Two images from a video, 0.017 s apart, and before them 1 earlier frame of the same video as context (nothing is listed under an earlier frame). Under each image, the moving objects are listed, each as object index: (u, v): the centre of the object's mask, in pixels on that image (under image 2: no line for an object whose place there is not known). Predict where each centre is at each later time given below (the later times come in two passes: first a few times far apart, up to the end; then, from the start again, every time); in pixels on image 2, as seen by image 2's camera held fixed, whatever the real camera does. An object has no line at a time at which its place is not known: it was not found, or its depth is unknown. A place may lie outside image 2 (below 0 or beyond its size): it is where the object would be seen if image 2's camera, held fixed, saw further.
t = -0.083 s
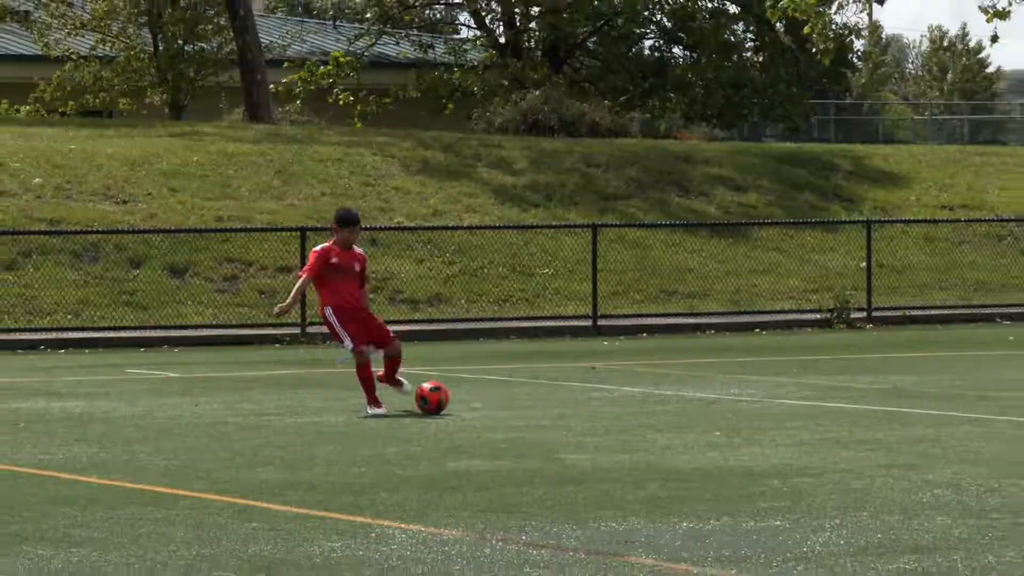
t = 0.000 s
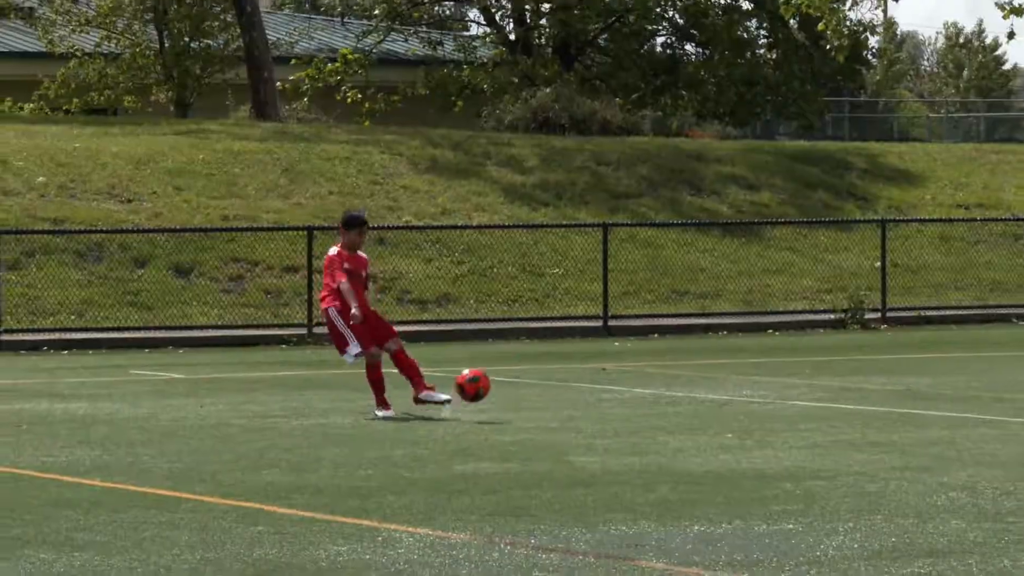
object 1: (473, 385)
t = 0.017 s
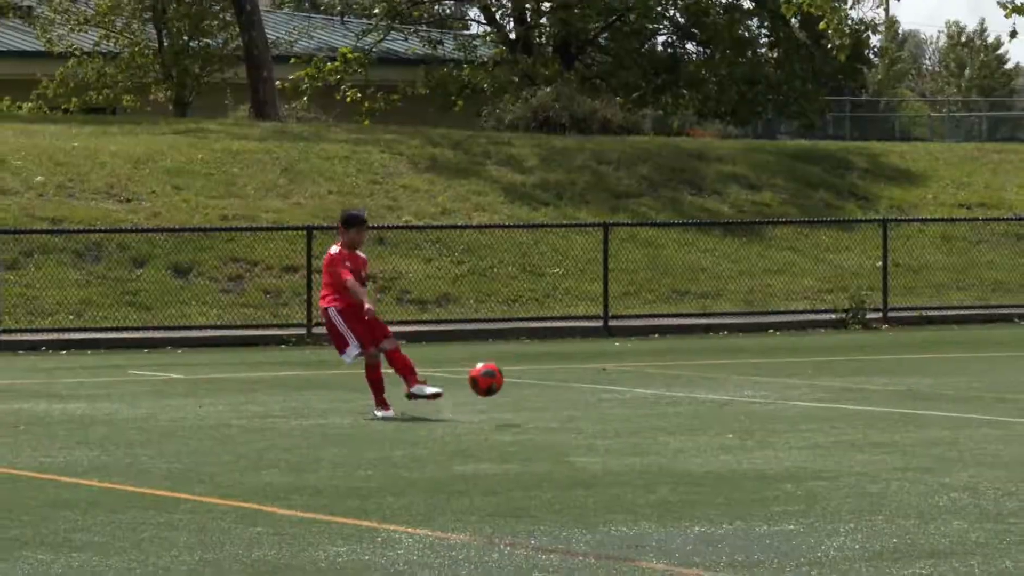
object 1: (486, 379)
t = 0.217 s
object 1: (660, 333)
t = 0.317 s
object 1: (759, 334)
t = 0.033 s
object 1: (500, 374)
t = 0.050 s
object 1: (513, 368)
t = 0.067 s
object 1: (526, 363)
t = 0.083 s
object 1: (540, 358)
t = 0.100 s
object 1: (555, 353)
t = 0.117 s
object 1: (570, 349)
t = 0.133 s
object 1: (584, 345)
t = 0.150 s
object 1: (599, 343)
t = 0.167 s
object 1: (613, 340)
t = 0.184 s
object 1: (629, 336)
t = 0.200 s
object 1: (645, 335)
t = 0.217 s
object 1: (660, 333)
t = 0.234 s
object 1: (677, 332)
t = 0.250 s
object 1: (693, 332)
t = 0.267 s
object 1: (709, 331)
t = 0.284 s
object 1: (727, 331)
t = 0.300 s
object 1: (743, 333)
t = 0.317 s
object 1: (759, 334)
